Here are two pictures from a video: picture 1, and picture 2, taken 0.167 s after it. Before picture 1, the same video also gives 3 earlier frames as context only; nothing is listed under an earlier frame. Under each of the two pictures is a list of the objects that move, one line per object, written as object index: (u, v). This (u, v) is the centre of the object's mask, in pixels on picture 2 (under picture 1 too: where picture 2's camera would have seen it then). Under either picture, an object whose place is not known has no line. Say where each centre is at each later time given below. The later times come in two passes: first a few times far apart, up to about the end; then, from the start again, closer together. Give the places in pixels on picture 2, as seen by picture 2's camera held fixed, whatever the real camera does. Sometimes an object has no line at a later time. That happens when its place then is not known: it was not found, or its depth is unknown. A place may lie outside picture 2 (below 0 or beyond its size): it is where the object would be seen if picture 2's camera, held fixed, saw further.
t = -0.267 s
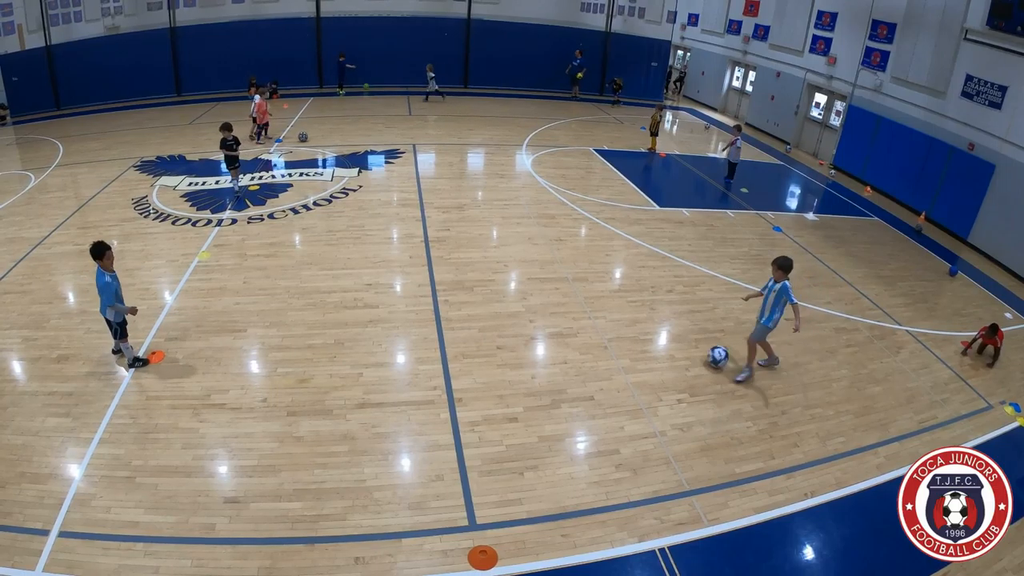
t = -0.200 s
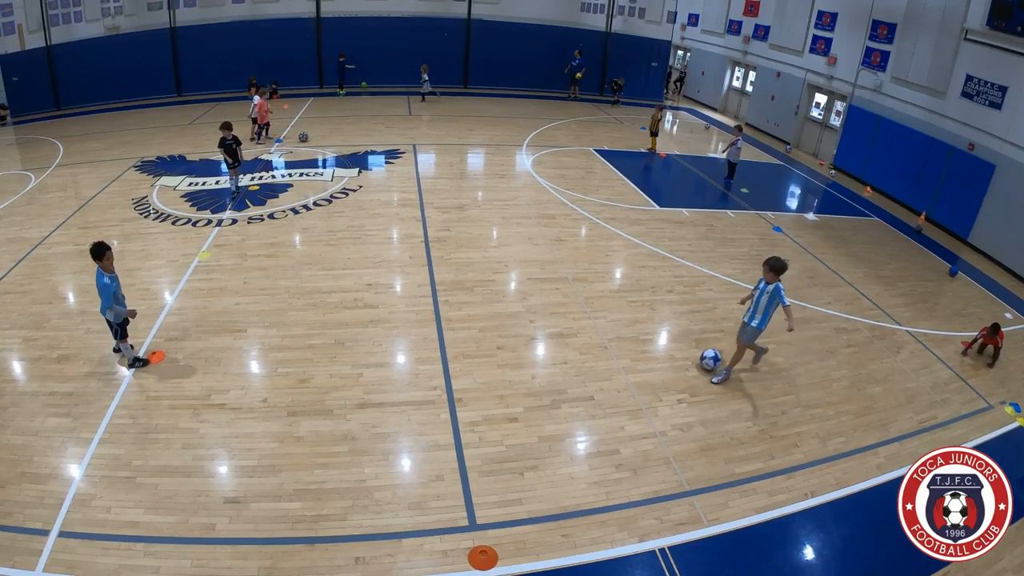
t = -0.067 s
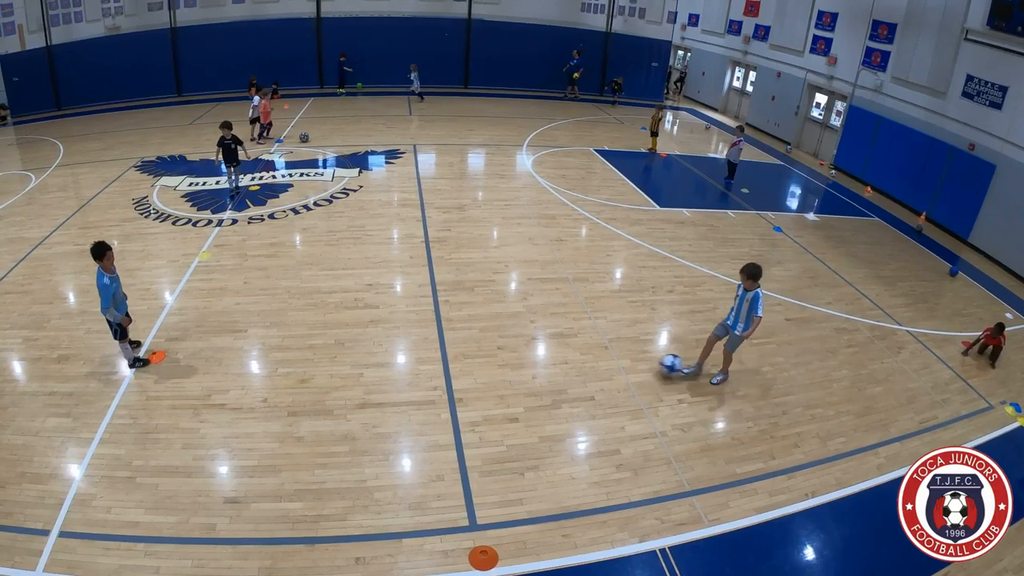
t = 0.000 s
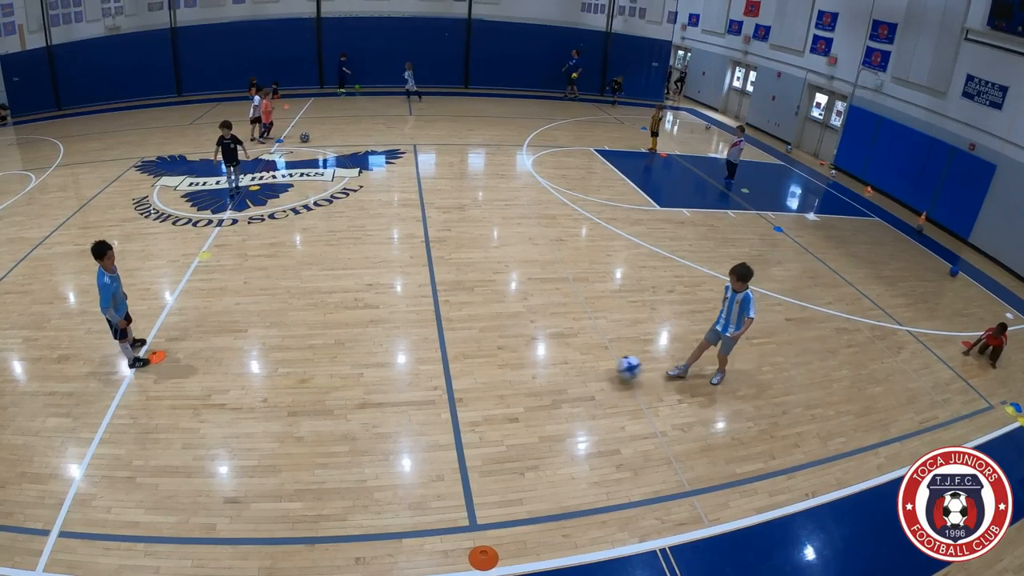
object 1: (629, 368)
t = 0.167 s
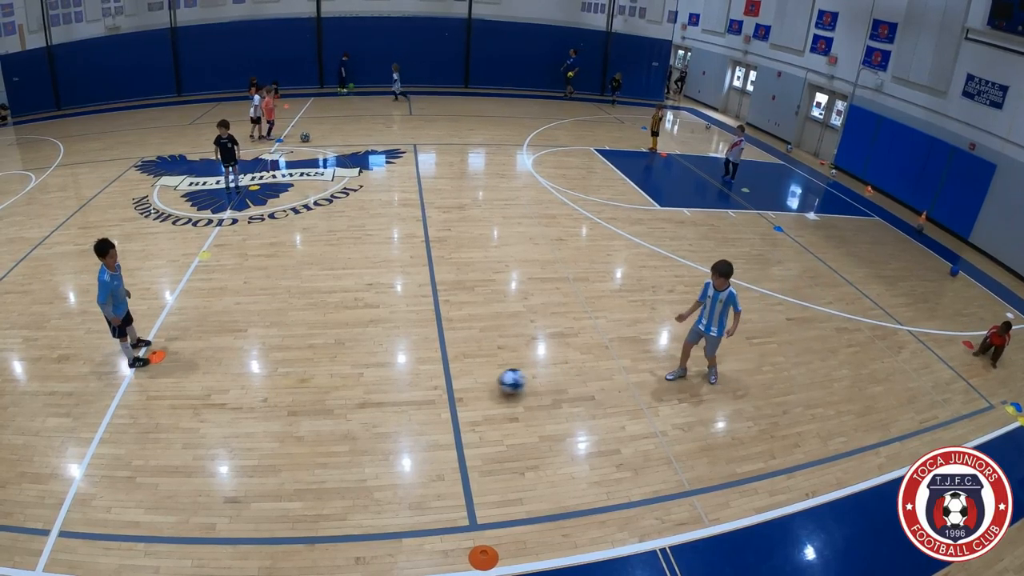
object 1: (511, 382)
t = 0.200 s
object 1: (489, 382)
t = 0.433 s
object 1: (335, 397)
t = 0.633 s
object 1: (230, 403)
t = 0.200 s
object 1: (489, 382)
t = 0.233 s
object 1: (466, 384)
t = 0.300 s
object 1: (419, 392)
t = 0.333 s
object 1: (397, 393)
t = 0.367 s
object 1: (376, 393)
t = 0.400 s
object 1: (356, 395)
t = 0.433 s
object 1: (335, 397)
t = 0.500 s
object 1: (297, 399)
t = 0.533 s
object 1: (280, 400)
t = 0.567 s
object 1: (263, 400)
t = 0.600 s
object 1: (246, 401)
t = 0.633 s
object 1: (230, 403)
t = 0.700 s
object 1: (201, 403)
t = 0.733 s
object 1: (187, 404)
